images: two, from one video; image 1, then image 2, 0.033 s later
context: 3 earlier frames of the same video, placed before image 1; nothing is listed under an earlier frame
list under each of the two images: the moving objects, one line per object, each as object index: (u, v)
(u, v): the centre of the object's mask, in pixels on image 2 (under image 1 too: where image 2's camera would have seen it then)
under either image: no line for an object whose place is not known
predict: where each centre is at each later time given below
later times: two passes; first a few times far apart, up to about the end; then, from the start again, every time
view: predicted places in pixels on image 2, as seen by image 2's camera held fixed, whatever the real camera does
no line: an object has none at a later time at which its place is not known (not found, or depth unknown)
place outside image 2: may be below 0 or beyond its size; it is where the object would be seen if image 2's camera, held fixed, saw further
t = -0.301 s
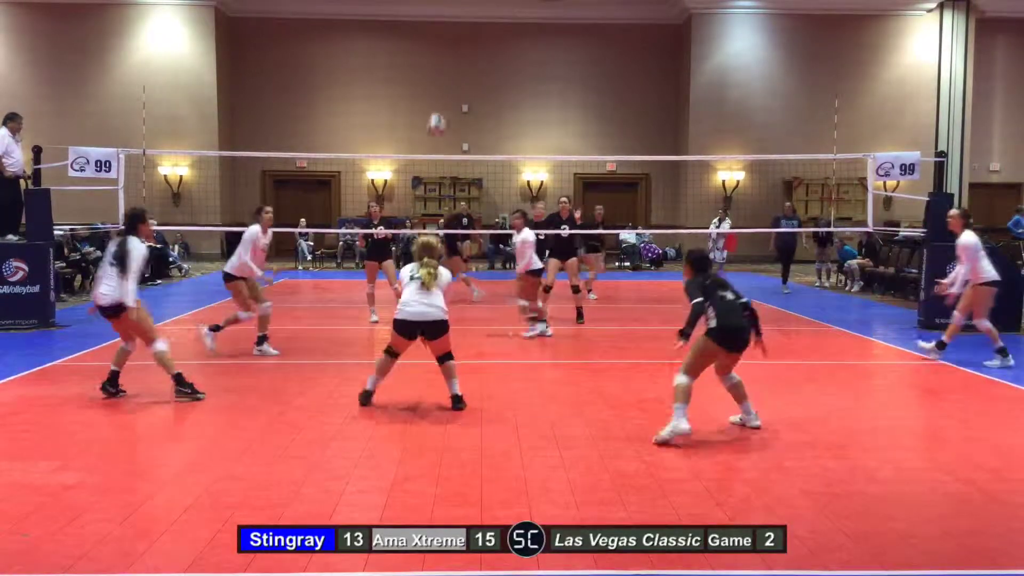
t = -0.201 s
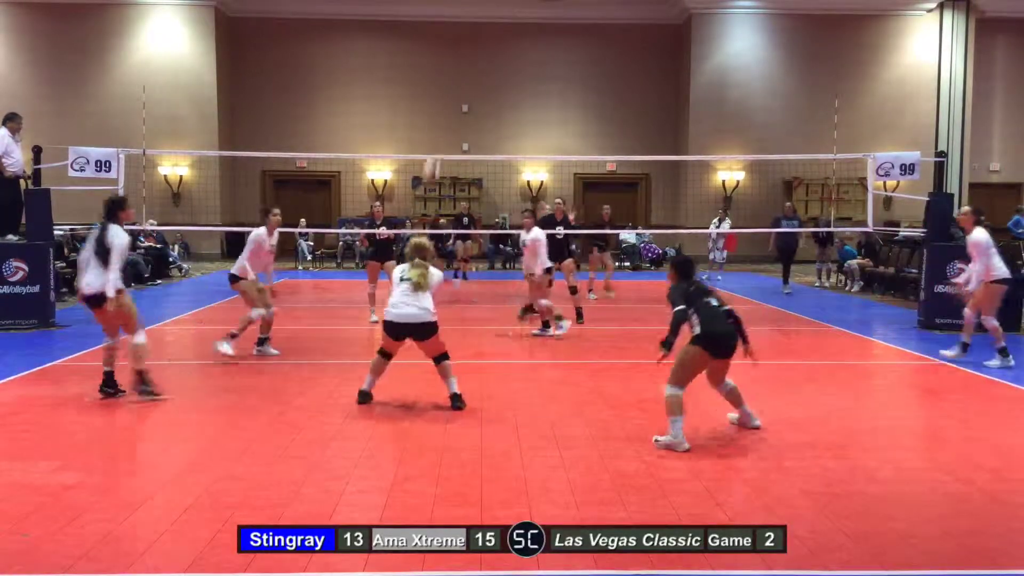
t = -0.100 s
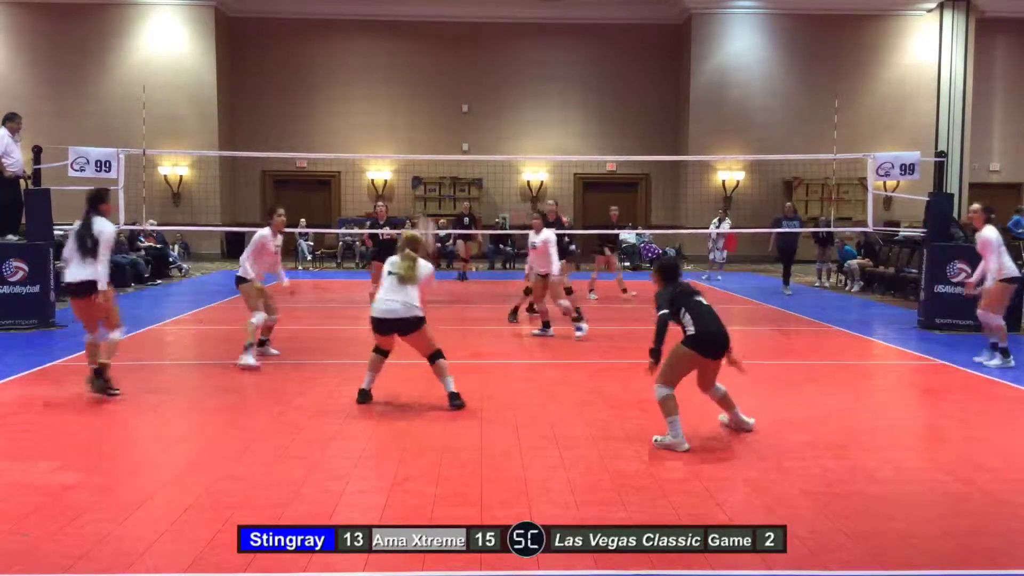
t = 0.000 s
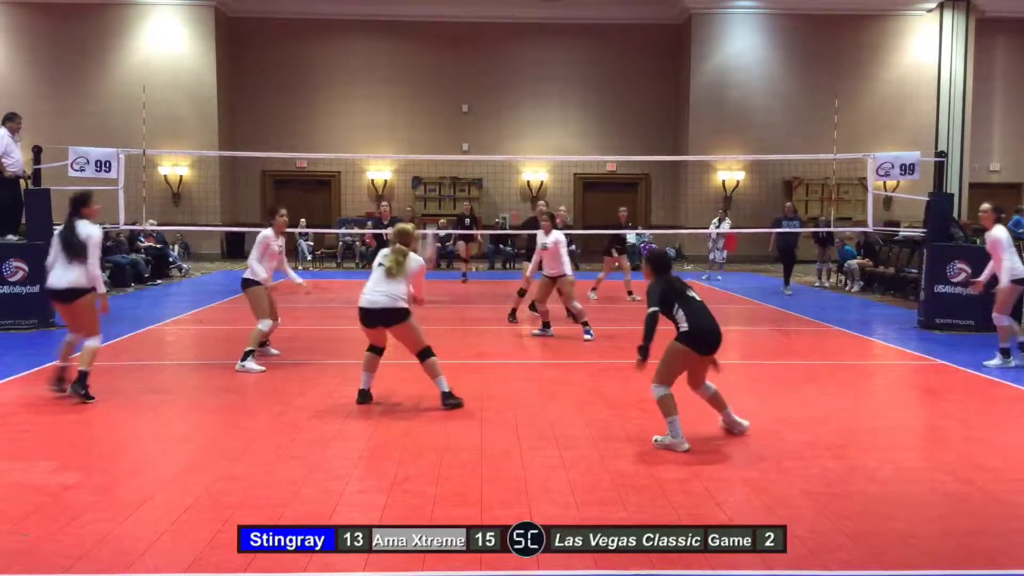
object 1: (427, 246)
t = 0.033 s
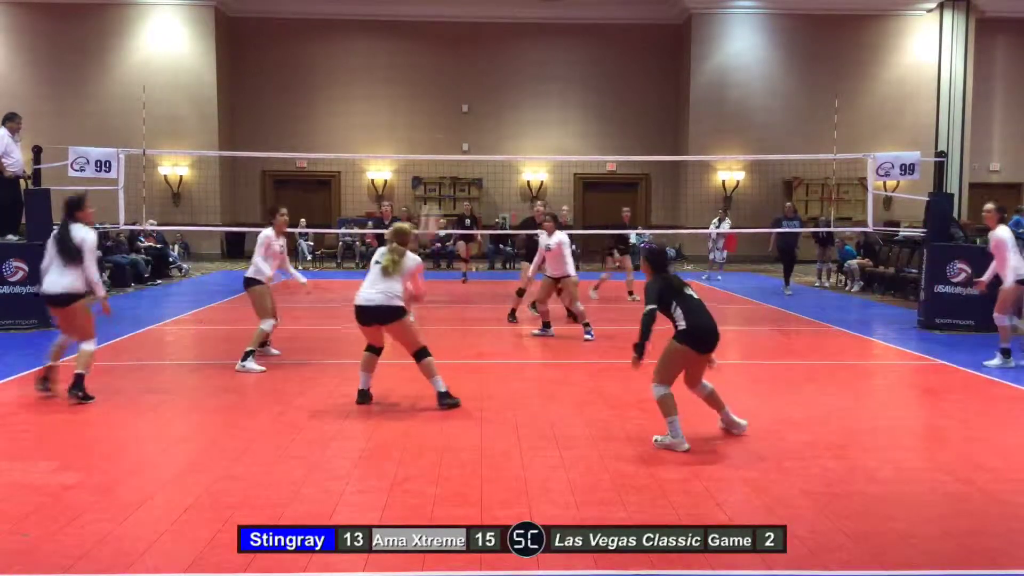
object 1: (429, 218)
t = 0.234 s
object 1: (448, 97)
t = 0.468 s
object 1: (466, 25)
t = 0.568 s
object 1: (472, 13)
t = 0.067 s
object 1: (434, 196)
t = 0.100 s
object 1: (435, 174)
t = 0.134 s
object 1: (440, 152)
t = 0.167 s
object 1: (443, 134)
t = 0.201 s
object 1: (447, 111)
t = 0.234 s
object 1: (448, 97)
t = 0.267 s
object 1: (451, 84)
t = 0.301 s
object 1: (454, 71)
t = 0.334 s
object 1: (457, 59)
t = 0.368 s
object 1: (459, 49)
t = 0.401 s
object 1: (462, 39)
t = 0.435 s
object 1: (464, 31)
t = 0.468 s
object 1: (466, 25)
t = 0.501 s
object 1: (467, 19)
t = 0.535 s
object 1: (470, 15)
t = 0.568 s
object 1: (472, 13)
